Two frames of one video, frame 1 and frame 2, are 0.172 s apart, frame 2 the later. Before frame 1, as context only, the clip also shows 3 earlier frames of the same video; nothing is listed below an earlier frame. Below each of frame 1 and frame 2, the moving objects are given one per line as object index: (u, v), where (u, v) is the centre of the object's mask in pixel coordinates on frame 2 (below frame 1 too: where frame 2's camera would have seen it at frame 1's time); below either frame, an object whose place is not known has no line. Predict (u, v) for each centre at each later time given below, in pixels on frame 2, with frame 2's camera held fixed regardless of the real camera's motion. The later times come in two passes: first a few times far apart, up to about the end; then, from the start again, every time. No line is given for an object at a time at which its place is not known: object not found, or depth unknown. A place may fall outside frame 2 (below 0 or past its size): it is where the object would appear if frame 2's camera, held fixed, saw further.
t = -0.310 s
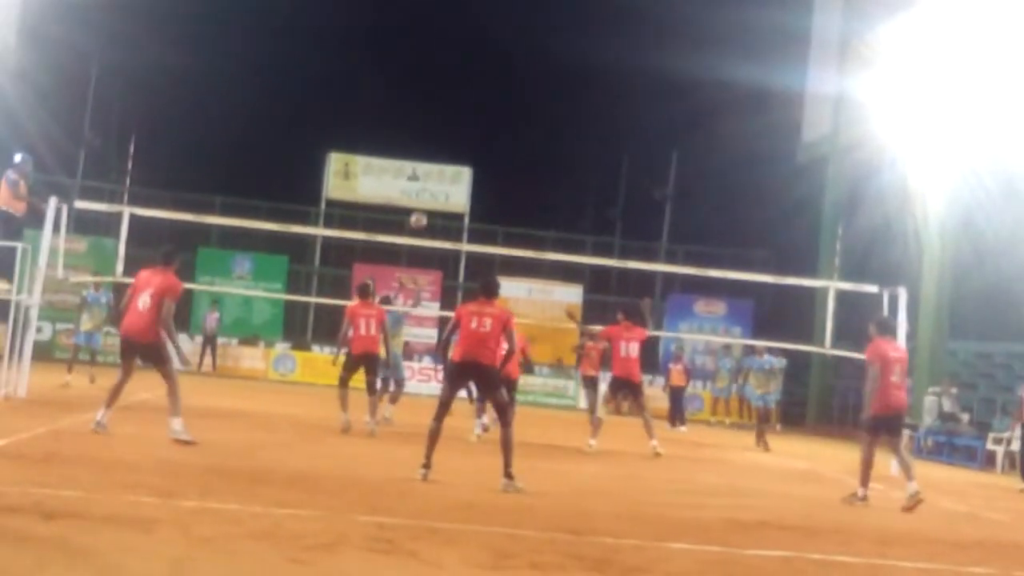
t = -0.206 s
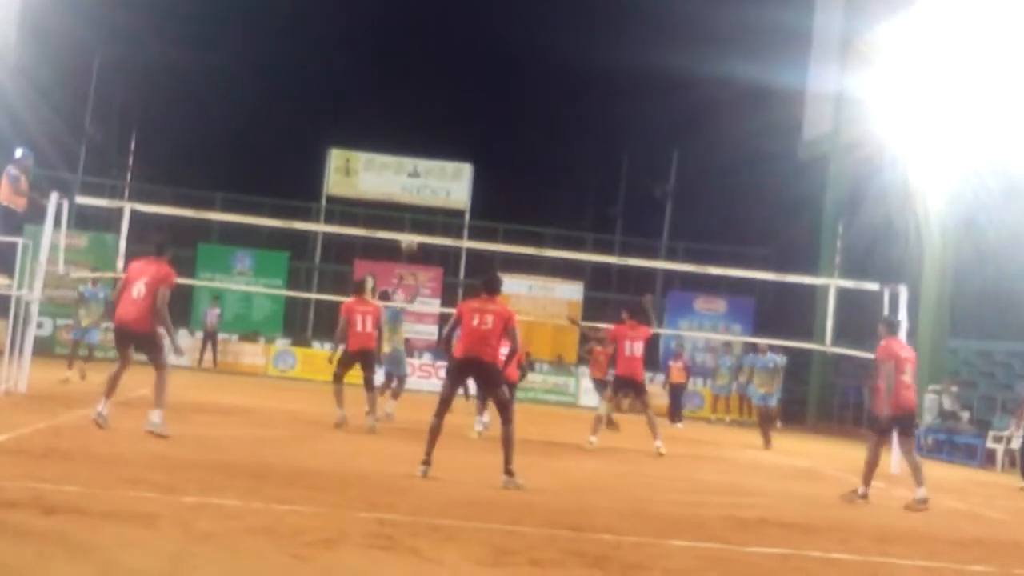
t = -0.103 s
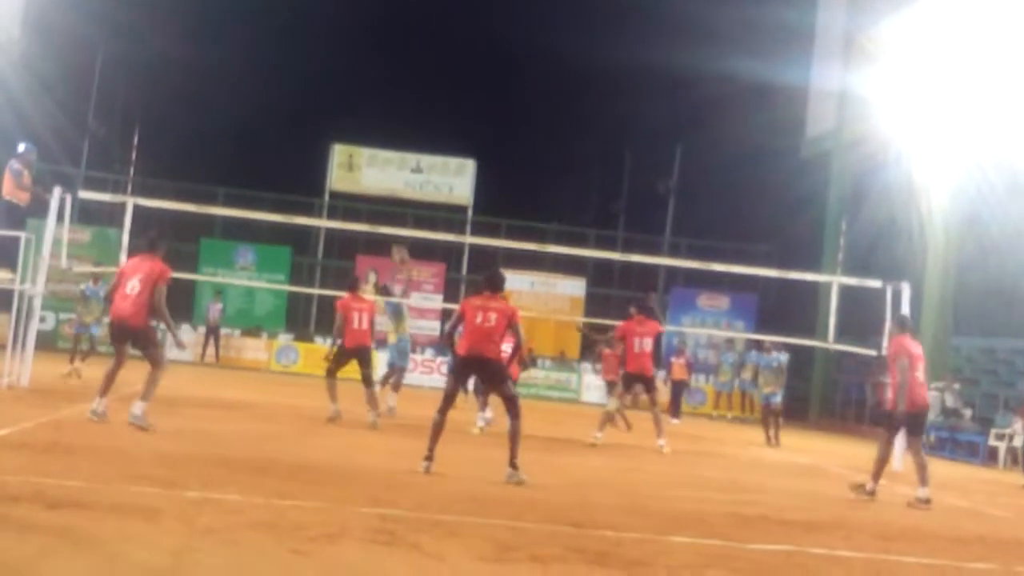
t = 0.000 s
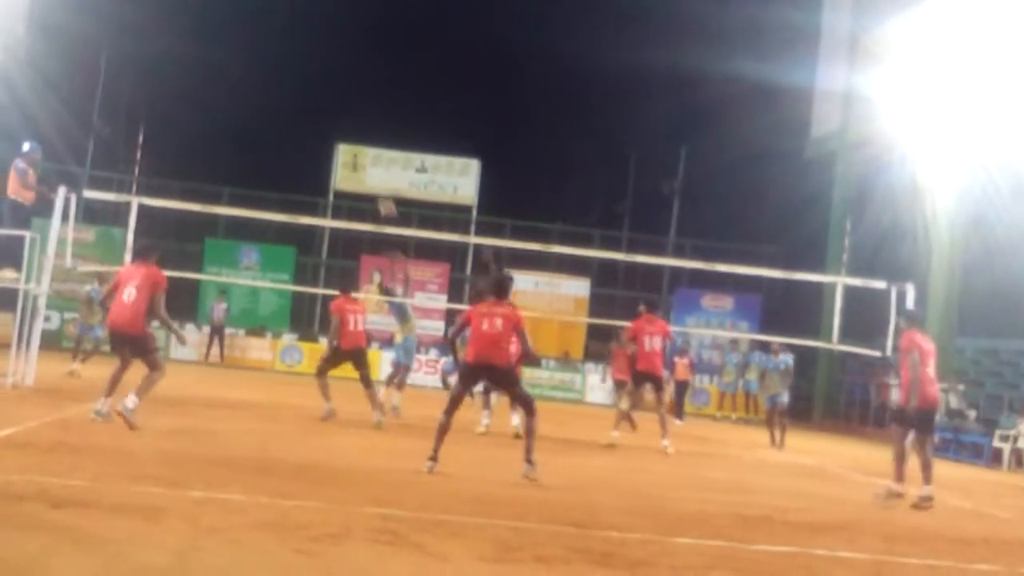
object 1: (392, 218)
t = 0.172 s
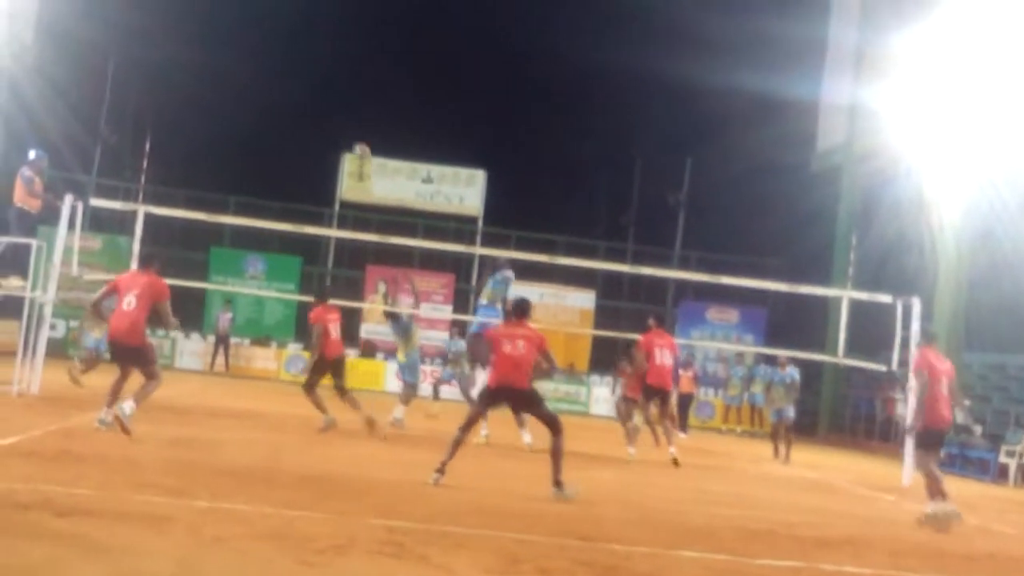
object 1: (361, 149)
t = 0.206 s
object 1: (355, 141)
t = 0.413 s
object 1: (318, 98)
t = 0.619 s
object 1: (273, 83)
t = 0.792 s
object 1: (229, 93)
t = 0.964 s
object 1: (184, 125)
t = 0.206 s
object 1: (355, 141)
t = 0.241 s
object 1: (348, 132)
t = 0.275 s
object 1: (342, 123)
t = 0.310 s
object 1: (336, 115)
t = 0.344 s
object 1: (329, 109)
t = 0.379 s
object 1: (324, 103)
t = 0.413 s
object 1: (318, 98)
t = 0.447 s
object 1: (311, 93)
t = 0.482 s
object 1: (304, 89)
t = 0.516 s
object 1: (294, 86)
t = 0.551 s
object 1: (288, 84)
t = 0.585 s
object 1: (281, 83)
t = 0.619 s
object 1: (273, 83)
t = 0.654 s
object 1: (265, 83)
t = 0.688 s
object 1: (257, 85)
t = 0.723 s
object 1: (248, 87)
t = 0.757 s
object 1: (239, 89)
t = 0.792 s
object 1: (229, 93)
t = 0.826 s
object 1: (220, 98)
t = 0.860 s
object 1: (211, 103)
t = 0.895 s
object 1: (201, 109)
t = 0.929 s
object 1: (193, 117)
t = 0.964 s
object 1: (184, 125)
